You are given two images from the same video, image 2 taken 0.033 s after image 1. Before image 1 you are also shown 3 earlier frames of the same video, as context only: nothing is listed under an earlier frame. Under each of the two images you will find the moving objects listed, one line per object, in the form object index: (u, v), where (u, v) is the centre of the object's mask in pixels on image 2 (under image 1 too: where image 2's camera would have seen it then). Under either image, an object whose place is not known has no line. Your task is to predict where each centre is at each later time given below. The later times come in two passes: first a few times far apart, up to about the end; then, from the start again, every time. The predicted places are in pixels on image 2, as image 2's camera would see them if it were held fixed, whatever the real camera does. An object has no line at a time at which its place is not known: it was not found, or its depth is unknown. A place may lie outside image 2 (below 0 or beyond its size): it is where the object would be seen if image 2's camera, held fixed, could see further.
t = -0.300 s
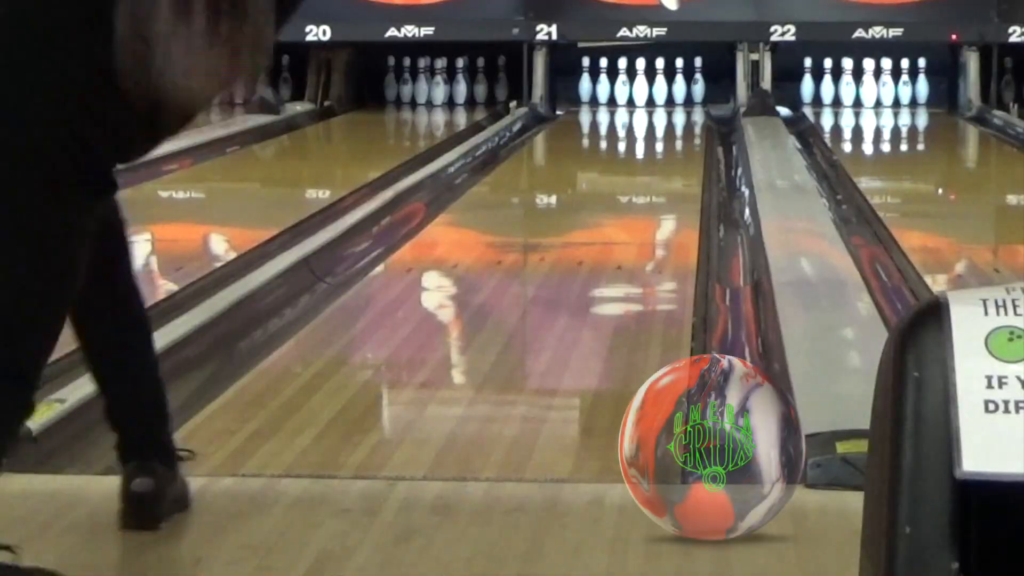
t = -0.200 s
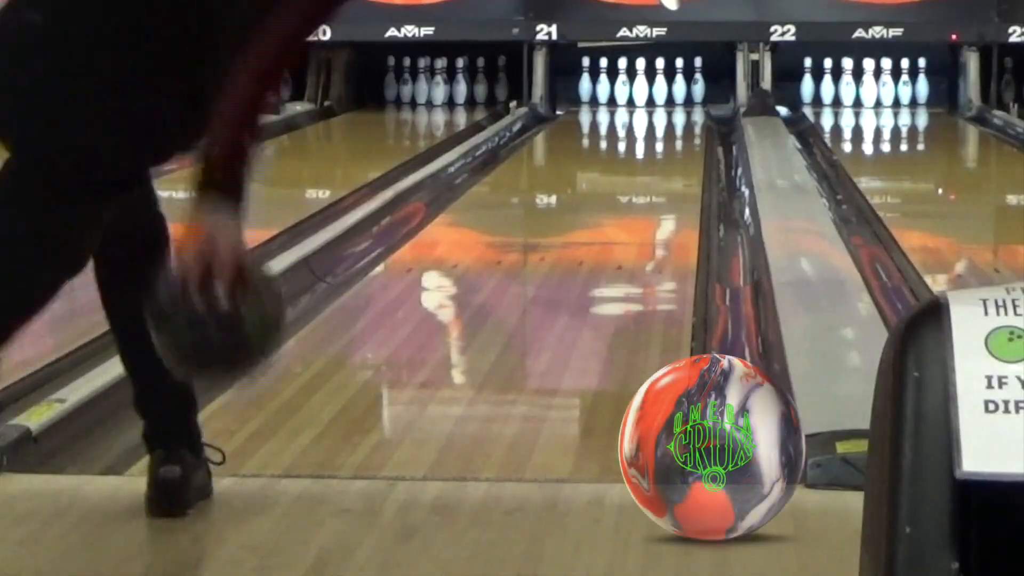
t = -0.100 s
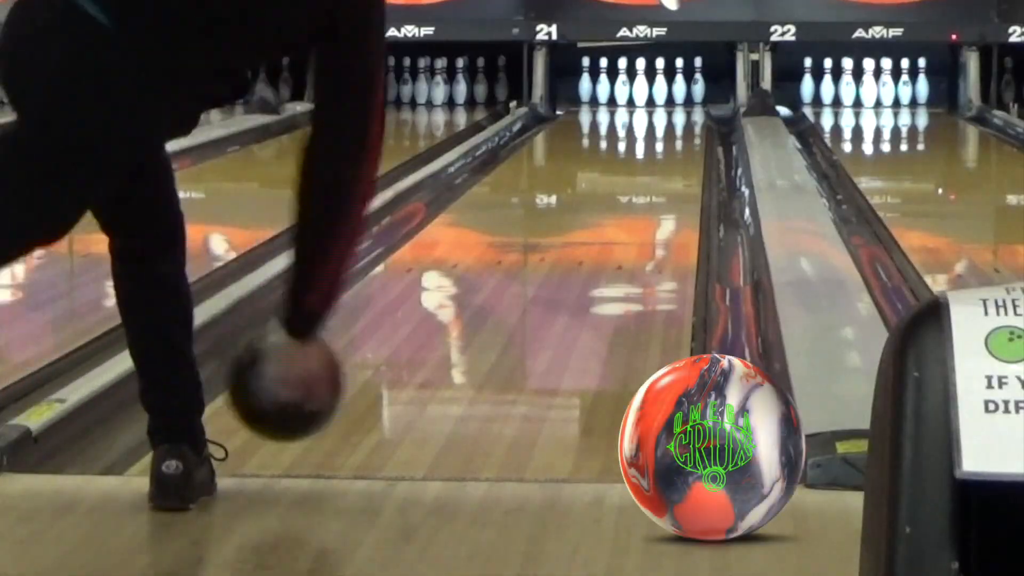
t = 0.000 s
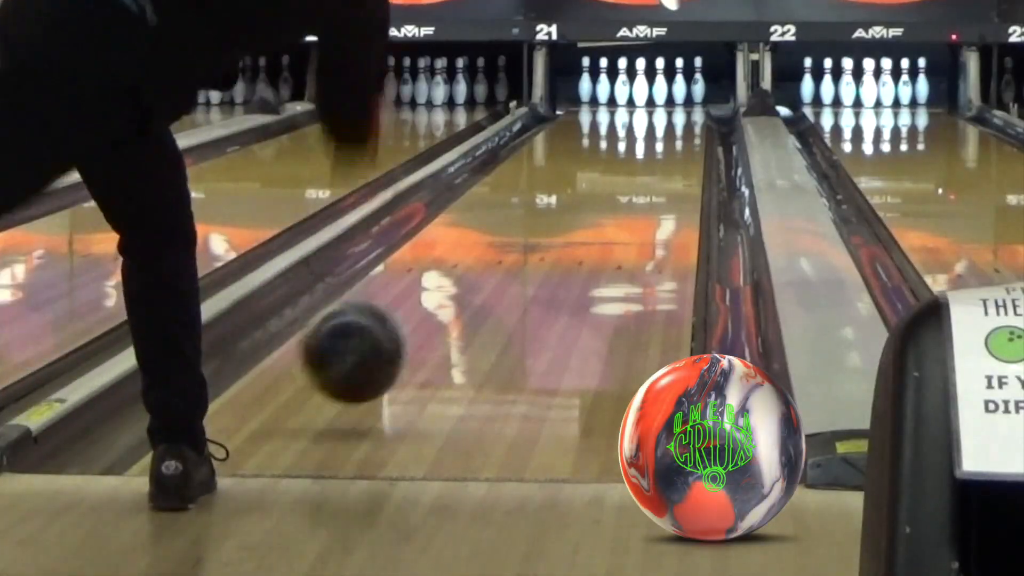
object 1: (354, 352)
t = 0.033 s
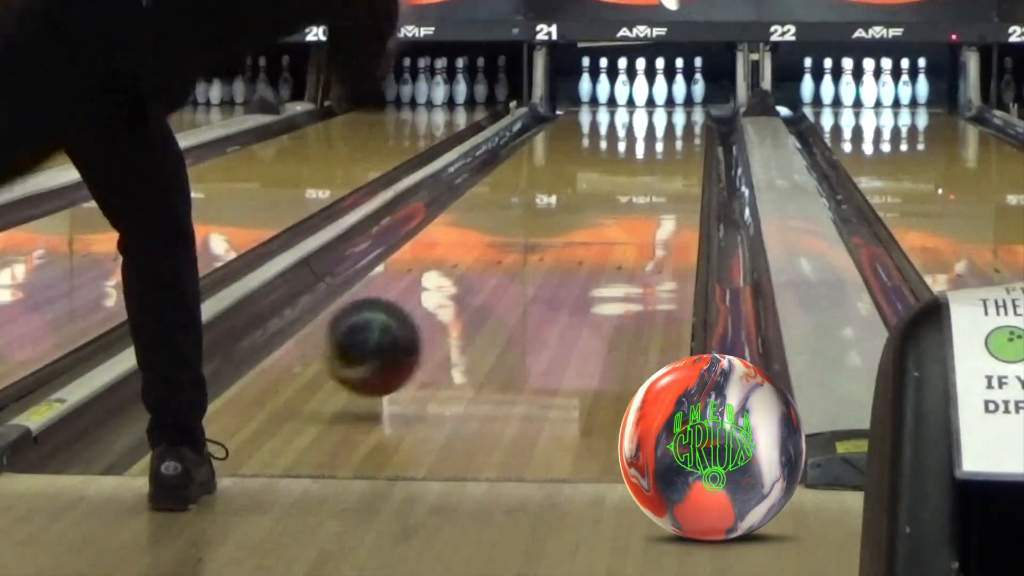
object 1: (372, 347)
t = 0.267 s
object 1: (473, 290)
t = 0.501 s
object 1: (538, 238)
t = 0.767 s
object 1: (587, 197)
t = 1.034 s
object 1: (621, 168)
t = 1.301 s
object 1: (646, 147)
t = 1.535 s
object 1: (662, 132)
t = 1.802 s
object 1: (673, 119)
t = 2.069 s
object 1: (674, 107)
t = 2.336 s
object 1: (666, 98)
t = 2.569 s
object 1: (659, 93)
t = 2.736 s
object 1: (660, 91)
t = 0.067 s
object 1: (390, 345)
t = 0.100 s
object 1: (406, 343)
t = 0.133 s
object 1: (421, 331)
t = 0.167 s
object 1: (436, 319)
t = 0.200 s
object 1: (450, 309)
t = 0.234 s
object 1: (460, 300)
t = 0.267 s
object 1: (473, 290)
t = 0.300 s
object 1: (484, 282)
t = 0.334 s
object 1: (494, 273)
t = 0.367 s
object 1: (504, 265)
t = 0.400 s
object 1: (514, 258)
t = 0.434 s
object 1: (522, 252)
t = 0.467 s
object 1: (529, 244)
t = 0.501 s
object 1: (538, 238)
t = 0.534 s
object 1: (545, 232)
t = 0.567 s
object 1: (552, 226)
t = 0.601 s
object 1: (559, 221)
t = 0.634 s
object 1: (565, 217)
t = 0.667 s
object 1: (571, 211)
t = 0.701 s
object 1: (577, 206)
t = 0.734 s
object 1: (582, 201)
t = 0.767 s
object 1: (587, 197)
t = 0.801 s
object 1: (593, 193)
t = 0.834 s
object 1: (597, 188)
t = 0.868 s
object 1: (601, 185)
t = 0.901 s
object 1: (605, 181)
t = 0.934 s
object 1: (610, 177)
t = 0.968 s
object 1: (614, 174)
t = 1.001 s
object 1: (618, 172)
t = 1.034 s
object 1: (621, 168)
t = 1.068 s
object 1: (625, 165)
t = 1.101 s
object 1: (628, 162)
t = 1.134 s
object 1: (632, 158)
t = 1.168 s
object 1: (635, 156)
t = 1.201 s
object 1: (638, 155)
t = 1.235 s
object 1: (641, 151)
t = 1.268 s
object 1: (643, 148)
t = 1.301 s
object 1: (646, 147)
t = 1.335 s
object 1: (649, 144)
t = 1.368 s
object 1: (650, 142)
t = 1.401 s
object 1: (653, 140)
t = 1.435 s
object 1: (655, 138)
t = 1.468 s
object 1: (658, 136)
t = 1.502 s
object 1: (660, 134)
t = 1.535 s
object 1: (662, 132)
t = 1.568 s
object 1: (664, 129)
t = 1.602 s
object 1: (665, 128)
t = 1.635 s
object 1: (667, 126)
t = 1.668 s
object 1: (669, 124)
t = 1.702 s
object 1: (671, 122)
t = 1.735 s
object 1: (671, 121)
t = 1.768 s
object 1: (672, 120)
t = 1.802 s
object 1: (673, 119)
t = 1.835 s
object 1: (673, 116)
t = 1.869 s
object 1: (674, 115)
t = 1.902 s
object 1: (674, 114)
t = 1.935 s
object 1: (675, 112)
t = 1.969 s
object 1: (675, 111)
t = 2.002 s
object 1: (676, 109)
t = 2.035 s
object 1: (674, 108)
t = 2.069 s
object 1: (674, 107)
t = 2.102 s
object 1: (674, 105)
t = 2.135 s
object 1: (674, 104)
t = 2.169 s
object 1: (672, 104)
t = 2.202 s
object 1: (671, 103)
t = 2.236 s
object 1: (670, 101)
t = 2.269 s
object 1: (669, 100)
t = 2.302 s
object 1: (668, 99)
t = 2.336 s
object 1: (666, 98)
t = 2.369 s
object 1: (664, 98)
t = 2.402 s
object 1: (663, 97)
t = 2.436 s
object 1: (661, 96)
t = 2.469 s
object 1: (660, 95)
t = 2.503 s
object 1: (658, 94)
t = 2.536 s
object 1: (657, 93)
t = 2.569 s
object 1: (659, 93)
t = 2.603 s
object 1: (660, 92)
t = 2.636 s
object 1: (661, 91)
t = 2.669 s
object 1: (663, 91)
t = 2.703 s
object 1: (660, 91)
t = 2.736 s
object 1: (660, 91)
